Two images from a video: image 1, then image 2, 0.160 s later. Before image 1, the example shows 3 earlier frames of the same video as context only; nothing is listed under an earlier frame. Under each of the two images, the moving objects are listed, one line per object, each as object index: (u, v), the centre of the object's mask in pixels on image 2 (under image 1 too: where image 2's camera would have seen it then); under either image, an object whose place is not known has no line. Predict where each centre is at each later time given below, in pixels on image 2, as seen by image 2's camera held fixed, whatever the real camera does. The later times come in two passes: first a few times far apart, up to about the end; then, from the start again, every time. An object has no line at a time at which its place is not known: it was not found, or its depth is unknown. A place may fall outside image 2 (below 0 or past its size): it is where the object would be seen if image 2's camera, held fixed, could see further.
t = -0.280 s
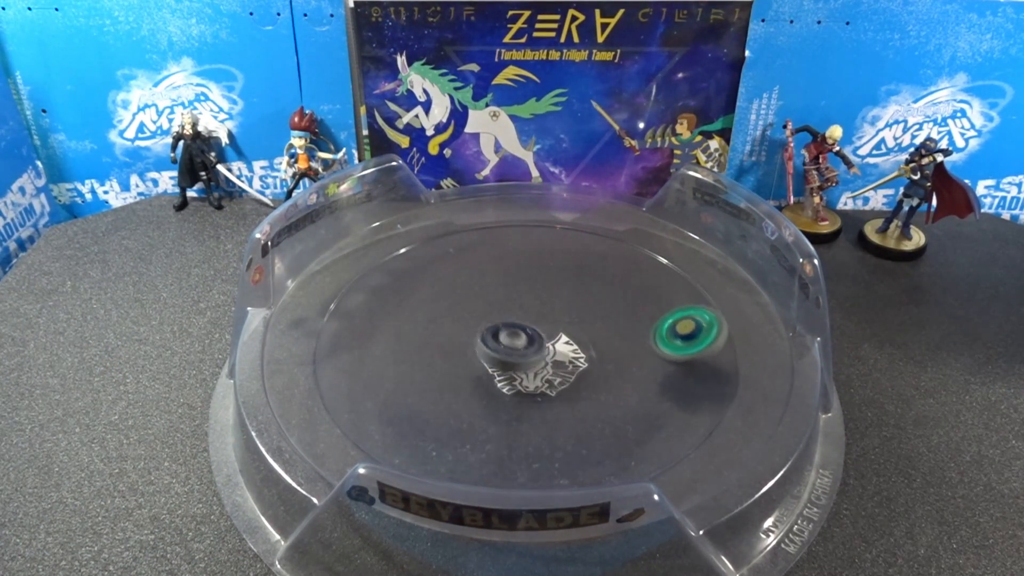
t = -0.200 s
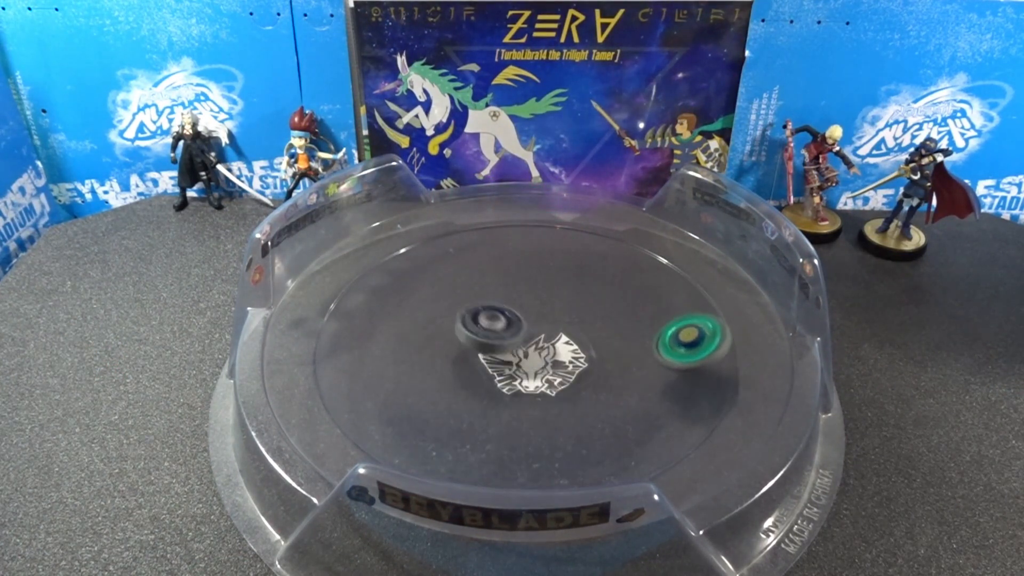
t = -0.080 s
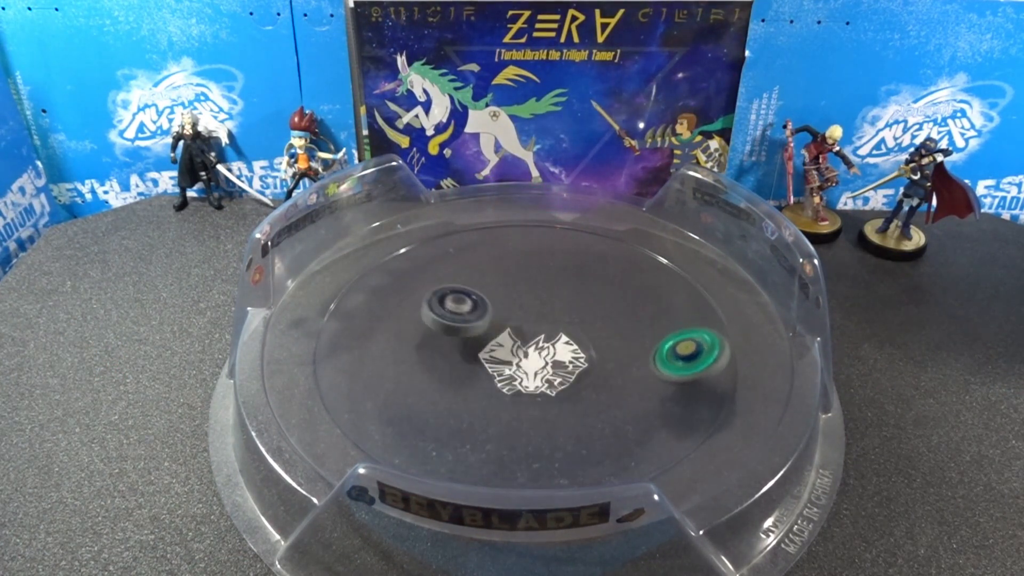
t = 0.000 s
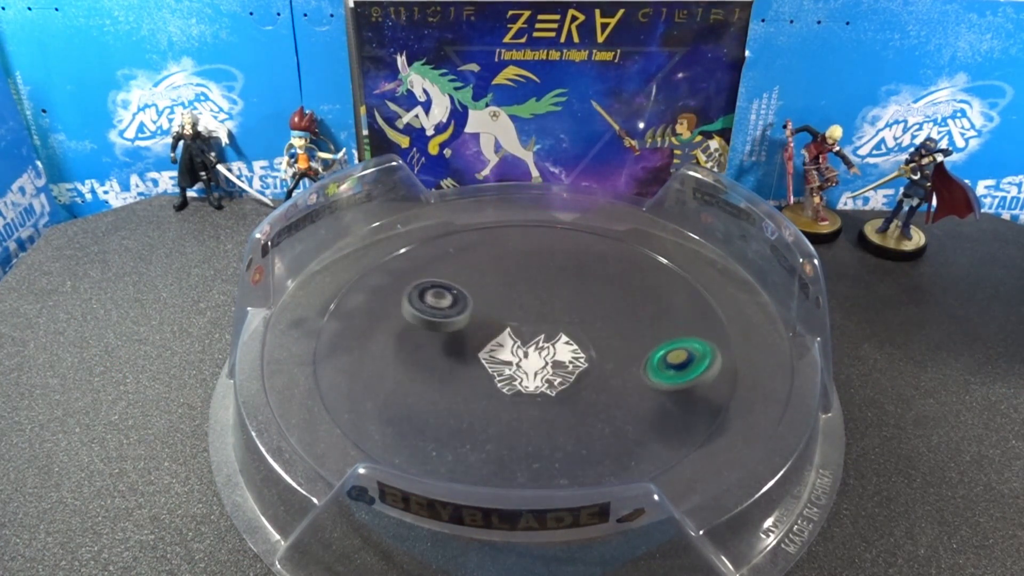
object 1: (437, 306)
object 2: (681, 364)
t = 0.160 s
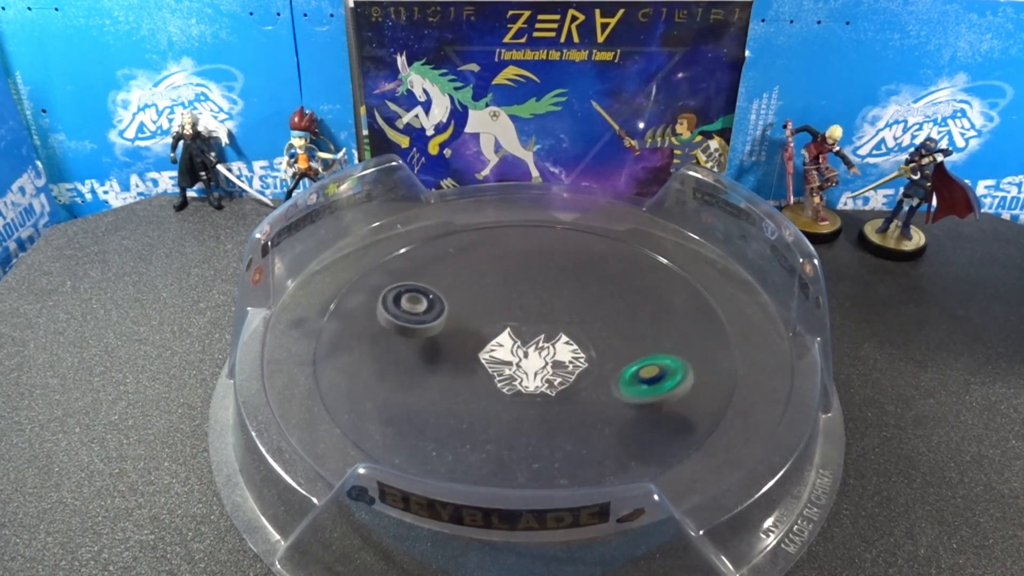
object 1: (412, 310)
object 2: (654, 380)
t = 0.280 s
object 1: (422, 323)
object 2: (627, 389)
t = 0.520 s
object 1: (483, 323)
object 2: (561, 407)
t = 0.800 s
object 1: (523, 286)
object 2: (487, 413)
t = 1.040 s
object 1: (517, 273)
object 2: (437, 403)
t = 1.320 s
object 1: (528, 306)
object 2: (408, 371)
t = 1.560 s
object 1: (581, 324)
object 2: (396, 335)
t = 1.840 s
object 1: (609, 316)
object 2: (407, 297)
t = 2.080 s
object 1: (580, 324)
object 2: (431, 271)
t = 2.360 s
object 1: (554, 365)
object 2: (471, 254)
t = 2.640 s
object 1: (568, 384)
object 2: (525, 259)
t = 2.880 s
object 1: (551, 364)
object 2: (572, 265)
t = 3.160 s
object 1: (484, 363)
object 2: (614, 283)
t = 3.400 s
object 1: (465, 375)
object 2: (635, 306)
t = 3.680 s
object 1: (490, 359)
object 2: (637, 339)
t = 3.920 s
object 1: (478, 324)
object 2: (620, 370)
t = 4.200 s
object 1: (448, 312)
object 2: (577, 398)
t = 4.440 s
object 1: (480, 327)
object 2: (530, 408)
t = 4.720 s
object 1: (533, 300)
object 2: (480, 399)
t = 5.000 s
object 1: (519, 285)
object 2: (431, 369)
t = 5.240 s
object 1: (527, 319)
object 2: (406, 338)
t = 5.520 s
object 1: (591, 330)
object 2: (411, 304)
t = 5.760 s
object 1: (588, 319)
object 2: (435, 281)
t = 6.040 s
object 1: (547, 341)
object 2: (478, 264)
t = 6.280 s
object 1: (548, 374)
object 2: (520, 260)
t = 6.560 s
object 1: (564, 370)
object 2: (569, 269)
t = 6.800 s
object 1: (523, 354)
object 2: (604, 288)
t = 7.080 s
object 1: (474, 364)
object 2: (630, 320)
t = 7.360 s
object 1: (494, 366)
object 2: (629, 353)
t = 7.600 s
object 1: (500, 331)
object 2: (605, 380)
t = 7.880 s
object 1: (465, 313)
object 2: (554, 401)
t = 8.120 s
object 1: (475, 328)
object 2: (501, 400)
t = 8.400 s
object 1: (534, 317)
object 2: (450, 384)
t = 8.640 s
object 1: (537, 297)
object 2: (425, 357)
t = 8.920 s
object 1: (525, 313)
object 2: (422, 320)
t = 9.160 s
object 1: (550, 336)
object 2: (438, 291)
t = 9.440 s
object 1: (572, 340)
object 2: (472, 270)
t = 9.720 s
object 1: (555, 341)
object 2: (517, 265)
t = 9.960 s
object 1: (536, 358)
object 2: (559, 274)
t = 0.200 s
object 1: (412, 314)
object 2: (645, 384)
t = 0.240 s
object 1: (416, 319)
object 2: (636, 387)
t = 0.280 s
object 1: (422, 323)
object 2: (627, 389)
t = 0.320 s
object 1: (432, 326)
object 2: (617, 392)
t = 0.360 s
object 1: (442, 328)
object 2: (605, 396)
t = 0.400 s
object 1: (452, 329)
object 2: (594, 399)
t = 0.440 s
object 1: (463, 328)
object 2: (584, 402)
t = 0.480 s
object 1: (473, 326)
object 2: (572, 404)
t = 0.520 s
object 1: (483, 323)
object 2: (561, 407)
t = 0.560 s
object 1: (492, 318)
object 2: (550, 409)
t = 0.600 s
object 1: (500, 314)
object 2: (539, 410)
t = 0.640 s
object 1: (507, 308)
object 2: (528, 412)
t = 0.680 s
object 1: (513, 303)
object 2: (517, 413)
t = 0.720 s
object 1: (517, 297)
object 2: (507, 413)
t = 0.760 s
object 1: (521, 292)
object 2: (497, 413)
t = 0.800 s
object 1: (523, 286)
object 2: (487, 413)
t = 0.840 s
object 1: (524, 282)
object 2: (477, 412)
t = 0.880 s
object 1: (524, 278)
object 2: (468, 411)
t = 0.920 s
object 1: (523, 275)
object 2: (460, 410)
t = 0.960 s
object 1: (522, 273)
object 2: (452, 408)
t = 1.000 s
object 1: (520, 272)
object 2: (444, 405)
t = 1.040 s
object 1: (517, 273)
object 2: (437, 403)
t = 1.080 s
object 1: (515, 275)
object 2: (431, 399)
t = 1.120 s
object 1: (513, 278)
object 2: (426, 395)
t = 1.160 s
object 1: (513, 283)
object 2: (421, 391)
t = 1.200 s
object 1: (514, 288)
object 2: (417, 387)
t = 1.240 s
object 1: (517, 294)
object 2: (414, 382)
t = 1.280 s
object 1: (522, 301)
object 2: (411, 376)
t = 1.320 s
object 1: (528, 306)
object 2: (408, 371)
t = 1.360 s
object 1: (536, 312)
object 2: (405, 366)
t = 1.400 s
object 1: (544, 315)
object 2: (403, 360)
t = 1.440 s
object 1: (553, 319)
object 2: (401, 354)
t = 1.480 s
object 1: (563, 321)
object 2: (398, 348)
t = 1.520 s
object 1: (572, 323)
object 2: (397, 342)
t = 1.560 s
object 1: (581, 324)
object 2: (396, 335)
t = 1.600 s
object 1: (589, 324)
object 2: (395, 329)
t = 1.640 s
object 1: (597, 323)
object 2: (395, 324)
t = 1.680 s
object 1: (602, 322)
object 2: (397, 318)
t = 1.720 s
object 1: (607, 320)
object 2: (399, 313)
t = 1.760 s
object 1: (610, 318)
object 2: (401, 307)
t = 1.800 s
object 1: (610, 317)
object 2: (404, 302)
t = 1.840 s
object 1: (609, 316)
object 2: (407, 297)
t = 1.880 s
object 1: (608, 315)
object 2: (411, 291)
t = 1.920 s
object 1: (604, 315)
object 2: (414, 286)
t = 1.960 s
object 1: (599, 316)
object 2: (418, 282)
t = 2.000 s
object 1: (593, 317)
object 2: (423, 278)
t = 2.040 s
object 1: (586, 320)
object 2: (427, 274)
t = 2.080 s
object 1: (580, 324)
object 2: (431, 271)
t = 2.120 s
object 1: (574, 329)
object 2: (437, 268)
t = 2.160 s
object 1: (568, 334)
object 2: (442, 265)
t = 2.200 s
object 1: (563, 340)
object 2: (447, 262)
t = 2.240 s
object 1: (559, 346)
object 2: (453, 260)
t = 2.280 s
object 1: (556, 352)
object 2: (459, 257)
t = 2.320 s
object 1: (554, 358)
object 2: (464, 256)
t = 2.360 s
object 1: (554, 365)
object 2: (471, 254)
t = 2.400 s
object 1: (554, 371)
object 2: (478, 254)
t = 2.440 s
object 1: (556, 375)
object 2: (485, 254)
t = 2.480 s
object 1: (558, 379)
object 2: (492, 255)
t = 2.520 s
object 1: (560, 382)
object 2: (500, 256)
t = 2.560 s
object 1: (563, 384)
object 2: (508, 257)
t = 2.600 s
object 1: (565, 384)
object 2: (517, 258)
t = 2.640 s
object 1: (568, 384)
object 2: (525, 259)
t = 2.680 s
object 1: (569, 382)
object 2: (533, 260)
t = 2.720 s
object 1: (568, 380)
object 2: (541, 260)
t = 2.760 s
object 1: (567, 376)
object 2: (549, 261)
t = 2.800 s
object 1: (563, 371)
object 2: (557, 262)
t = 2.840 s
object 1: (558, 368)
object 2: (564, 263)
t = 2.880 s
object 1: (551, 364)
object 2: (572, 265)
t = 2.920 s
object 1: (542, 363)
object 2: (579, 267)
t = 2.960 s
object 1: (532, 361)
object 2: (586, 269)
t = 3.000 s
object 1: (522, 360)
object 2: (592, 271)
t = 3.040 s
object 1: (512, 360)
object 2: (598, 274)
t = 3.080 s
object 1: (501, 361)
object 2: (604, 276)
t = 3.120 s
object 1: (492, 362)
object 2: (609, 280)
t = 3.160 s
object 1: (484, 363)
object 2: (614, 283)
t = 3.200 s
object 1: (477, 366)
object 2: (619, 286)
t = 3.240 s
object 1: (471, 367)
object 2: (623, 289)
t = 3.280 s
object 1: (467, 369)
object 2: (627, 293)
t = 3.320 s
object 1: (465, 372)
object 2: (629, 297)
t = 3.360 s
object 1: (464, 374)
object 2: (633, 302)
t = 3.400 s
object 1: (465, 375)
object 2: (635, 306)
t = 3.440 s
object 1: (467, 376)
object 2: (637, 310)
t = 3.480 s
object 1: (471, 376)
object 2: (638, 315)
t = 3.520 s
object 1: (475, 375)
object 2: (639, 320)
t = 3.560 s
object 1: (480, 373)
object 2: (640, 325)
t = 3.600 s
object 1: (484, 369)
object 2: (639, 329)
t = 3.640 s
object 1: (487, 365)
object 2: (638, 334)
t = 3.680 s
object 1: (490, 359)
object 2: (637, 339)
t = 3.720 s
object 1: (490, 353)
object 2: (635, 344)
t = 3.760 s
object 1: (490, 346)
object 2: (632, 349)
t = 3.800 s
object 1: (488, 340)
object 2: (630, 355)
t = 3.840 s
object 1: (485, 334)
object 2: (627, 360)
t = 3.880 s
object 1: (482, 328)
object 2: (624, 365)
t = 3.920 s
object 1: (478, 324)
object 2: (620, 370)
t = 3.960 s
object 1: (473, 320)
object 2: (615, 374)
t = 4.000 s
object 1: (469, 316)
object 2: (610, 379)
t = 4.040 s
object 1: (464, 313)
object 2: (604, 383)
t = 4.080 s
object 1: (459, 311)
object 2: (598, 387)
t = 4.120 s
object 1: (454, 310)
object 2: (591, 390)
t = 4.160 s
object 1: (451, 310)
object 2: (584, 394)
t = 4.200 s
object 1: (448, 312)
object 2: (577, 398)
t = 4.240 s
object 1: (448, 314)
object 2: (569, 401)
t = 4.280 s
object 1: (449, 318)
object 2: (561, 403)
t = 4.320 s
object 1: (454, 322)
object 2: (553, 405)
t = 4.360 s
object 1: (461, 324)
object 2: (545, 407)
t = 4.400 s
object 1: (470, 326)
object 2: (537, 408)
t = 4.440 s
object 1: (480, 327)
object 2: (530, 408)
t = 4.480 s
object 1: (491, 326)
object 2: (522, 408)
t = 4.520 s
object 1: (502, 323)
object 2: (515, 408)
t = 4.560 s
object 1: (511, 320)
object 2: (508, 407)
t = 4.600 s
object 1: (519, 315)
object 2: (500, 405)
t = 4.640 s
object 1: (526, 311)
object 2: (493, 404)
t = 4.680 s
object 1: (530, 305)
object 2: (486, 402)
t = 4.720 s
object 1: (533, 300)
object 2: (480, 399)
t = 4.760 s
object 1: (534, 295)
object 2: (474, 396)
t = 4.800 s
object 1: (533, 291)
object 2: (467, 393)
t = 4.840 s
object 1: (532, 287)
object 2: (460, 389)
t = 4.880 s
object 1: (529, 285)
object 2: (453, 385)
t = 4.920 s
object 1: (526, 284)
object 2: (445, 380)
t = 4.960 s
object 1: (523, 284)
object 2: (438, 375)
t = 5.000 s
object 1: (519, 285)
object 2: (431, 369)
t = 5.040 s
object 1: (516, 290)
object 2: (425, 365)
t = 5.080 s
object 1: (514, 294)
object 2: (420, 359)
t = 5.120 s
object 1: (514, 299)
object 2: (415, 354)
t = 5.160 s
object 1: (516, 306)
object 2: (411, 349)
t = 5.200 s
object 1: (520, 313)
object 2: (408, 343)
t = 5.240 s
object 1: (527, 319)
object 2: (406, 338)
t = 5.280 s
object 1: (535, 324)
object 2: (404, 333)
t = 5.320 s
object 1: (545, 329)
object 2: (403, 327)
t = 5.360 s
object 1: (555, 331)
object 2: (403, 322)
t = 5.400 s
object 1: (566, 333)
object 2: (404, 318)
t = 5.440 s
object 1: (576, 332)
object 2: (405, 313)
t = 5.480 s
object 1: (583, 332)
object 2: (408, 309)
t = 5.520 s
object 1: (591, 330)
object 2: (411, 304)
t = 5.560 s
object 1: (595, 327)
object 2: (414, 300)
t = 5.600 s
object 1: (596, 325)
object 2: (418, 296)
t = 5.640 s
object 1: (596, 323)
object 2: (421, 292)
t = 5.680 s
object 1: (595, 321)
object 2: (426, 288)
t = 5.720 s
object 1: (592, 320)
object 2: (430, 284)
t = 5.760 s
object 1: (588, 319)
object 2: (435, 281)
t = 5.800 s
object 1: (583, 319)
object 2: (441, 277)
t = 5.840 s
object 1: (577, 320)
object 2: (446, 274)
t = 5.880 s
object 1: (570, 323)
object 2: (452, 272)
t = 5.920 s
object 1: (563, 326)
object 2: (459, 269)
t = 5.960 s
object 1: (556, 331)
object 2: (465, 267)
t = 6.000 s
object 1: (551, 335)
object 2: (472, 266)
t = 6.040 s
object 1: (547, 341)
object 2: (478, 264)
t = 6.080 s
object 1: (544, 347)
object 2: (485, 263)
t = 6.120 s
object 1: (541, 353)
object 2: (492, 262)
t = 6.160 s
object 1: (541, 359)
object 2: (499, 261)
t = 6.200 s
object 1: (542, 365)
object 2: (506, 260)
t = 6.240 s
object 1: (545, 370)
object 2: (513, 260)
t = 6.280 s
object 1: (548, 374)
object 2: (520, 260)
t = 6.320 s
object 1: (552, 376)
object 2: (527, 260)
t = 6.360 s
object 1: (557, 377)
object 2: (534, 261)
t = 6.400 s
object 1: (560, 377)
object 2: (541, 262)
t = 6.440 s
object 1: (562, 376)
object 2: (549, 264)
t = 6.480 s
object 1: (564, 375)
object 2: (555, 265)
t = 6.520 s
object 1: (565, 373)
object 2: (562, 267)
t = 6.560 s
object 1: (564, 370)
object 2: (569, 269)
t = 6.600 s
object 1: (562, 367)
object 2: (575, 271)
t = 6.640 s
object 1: (557, 363)
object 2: (581, 274)
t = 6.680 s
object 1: (550, 361)
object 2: (587, 277)
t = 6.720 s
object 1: (542, 357)
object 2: (593, 281)
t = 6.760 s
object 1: (533, 355)
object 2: (599, 284)
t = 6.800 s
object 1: (523, 354)
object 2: (604, 288)
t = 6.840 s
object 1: (513, 352)
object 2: (609, 292)
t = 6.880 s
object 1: (502, 353)
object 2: (614, 297)
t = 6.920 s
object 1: (493, 354)
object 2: (618, 301)
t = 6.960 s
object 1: (485, 357)
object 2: (622, 305)
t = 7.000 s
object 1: (479, 359)
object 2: (625, 310)
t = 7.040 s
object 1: (476, 362)
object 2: (628, 315)
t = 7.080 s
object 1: (474, 364)
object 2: (630, 320)
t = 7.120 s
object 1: (474, 366)
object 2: (632, 324)
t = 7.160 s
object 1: (474, 368)
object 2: (633, 329)
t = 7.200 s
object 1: (476, 369)
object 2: (633, 334)
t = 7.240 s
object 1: (480, 369)
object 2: (633, 339)
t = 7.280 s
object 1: (484, 370)
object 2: (633, 344)
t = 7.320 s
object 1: (489, 368)
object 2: (631, 348)
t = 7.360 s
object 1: (494, 366)
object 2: (629, 353)
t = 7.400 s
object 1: (498, 362)
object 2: (627, 358)
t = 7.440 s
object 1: (502, 357)
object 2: (624, 363)
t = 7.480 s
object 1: (504, 351)
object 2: (620, 367)
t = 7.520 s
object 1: (504, 345)
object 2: (616, 372)
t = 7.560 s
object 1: (503, 338)
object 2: (611, 376)
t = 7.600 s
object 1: (500, 331)
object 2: (605, 380)
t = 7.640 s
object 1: (496, 326)
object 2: (600, 385)
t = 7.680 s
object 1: (491, 322)
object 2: (594, 388)
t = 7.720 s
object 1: (486, 318)
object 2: (587, 391)
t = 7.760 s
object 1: (480, 315)
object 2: (580, 394)
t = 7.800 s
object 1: (474, 314)
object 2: (571, 397)
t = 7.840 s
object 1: (469, 313)
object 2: (564, 399)
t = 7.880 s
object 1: (465, 313)
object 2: (554, 401)
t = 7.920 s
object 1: (463, 314)
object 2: (546, 402)
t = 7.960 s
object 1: (461, 316)
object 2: (536, 403)
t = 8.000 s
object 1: (461, 319)
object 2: (527, 403)
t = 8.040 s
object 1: (463, 322)
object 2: (518, 403)
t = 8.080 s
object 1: (468, 325)
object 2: (509, 401)
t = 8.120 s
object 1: (475, 328)
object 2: (501, 400)
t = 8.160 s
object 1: (482, 330)
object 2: (492, 399)
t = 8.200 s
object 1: (491, 331)
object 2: (483, 397)
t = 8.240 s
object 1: (501, 331)
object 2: (476, 395)
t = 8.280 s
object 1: (512, 329)
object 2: (469, 393)
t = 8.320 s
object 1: (521, 326)
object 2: (463, 390)
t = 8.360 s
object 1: (528, 321)
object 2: (456, 386)
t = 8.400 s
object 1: (534, 317)
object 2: (450, 384)
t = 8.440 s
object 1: (537, 313)
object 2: (445, 380)
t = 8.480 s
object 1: (539, 310)
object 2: (440, 376)
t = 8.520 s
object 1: (541, 304)
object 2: (435, 372)
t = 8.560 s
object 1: (540, 301)
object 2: (431, 367)
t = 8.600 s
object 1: (539, 299)
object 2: (428, 362)
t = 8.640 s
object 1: (537, 297)
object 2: (425, 357)
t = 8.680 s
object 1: (535, 296)
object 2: (423, 352)
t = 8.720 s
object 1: (533, 297)
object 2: (421, 347)
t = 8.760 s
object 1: (530, 298)
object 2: (420, 342)
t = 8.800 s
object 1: (527, 300)
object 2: (420, 336)
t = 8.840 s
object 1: (525, 303)
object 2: (420, 331)
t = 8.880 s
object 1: (524, 308)
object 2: (421, 325)
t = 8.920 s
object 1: (525, 313)
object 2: (422, 320)
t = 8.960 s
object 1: (527, 318)
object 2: (424, 315)
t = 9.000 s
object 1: (530, 323)
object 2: (426, 310)
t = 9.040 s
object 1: (535, 327)
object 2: (428, 304)
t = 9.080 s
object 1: (541, 332)
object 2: (431, 300)
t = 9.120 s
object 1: (546, 334)
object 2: (434, 295)
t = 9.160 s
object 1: (550, 336)
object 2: (438, 291)
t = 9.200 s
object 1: (554, 337)
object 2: (442, 287)
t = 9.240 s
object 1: (557, 338)
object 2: (446, 283)
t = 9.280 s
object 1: (560, 339)
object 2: (451, 280)
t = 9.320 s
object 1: (563, 339)
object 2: (456, 277)
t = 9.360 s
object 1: (567, 340)
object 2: (461, 274)
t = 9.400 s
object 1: (570, 340)
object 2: (466, 272)
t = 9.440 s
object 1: (572, 340)
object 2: (472, 270)
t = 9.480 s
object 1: (573, 339)
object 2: (478, 268)
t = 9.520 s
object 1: (573, 339)
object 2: (485, 267)
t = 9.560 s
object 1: (571, 338)
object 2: (491, 266)
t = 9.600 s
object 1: (568, 338)
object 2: (497, 265)
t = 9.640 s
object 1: (563, 338)
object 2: (503, 265)
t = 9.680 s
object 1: (559, 340)
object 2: (510, 265)
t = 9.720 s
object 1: (555, 341)
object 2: (517, 265)
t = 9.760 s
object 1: (550, 343)
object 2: (524, 266)
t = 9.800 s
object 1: (546, 346)
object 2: (531, 267)
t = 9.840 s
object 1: (542, 349)
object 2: (538, 268)
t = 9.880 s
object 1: (540, 352)
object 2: (545, 270)
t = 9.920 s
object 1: (537, 355)
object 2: (552, 272)
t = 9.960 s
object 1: (536, 358)
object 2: (559, 274)
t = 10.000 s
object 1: (535, 361)
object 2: (565, 277)
